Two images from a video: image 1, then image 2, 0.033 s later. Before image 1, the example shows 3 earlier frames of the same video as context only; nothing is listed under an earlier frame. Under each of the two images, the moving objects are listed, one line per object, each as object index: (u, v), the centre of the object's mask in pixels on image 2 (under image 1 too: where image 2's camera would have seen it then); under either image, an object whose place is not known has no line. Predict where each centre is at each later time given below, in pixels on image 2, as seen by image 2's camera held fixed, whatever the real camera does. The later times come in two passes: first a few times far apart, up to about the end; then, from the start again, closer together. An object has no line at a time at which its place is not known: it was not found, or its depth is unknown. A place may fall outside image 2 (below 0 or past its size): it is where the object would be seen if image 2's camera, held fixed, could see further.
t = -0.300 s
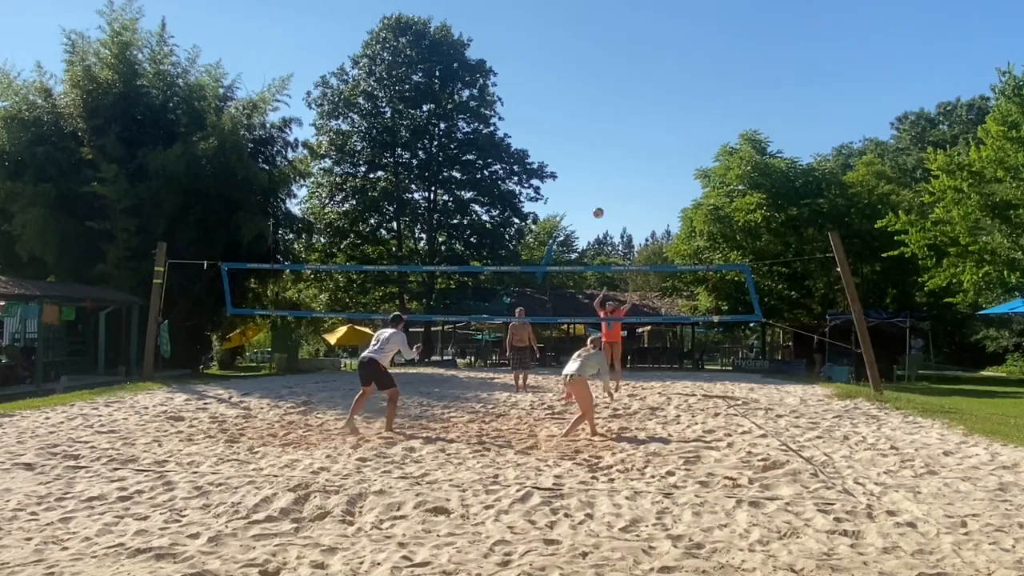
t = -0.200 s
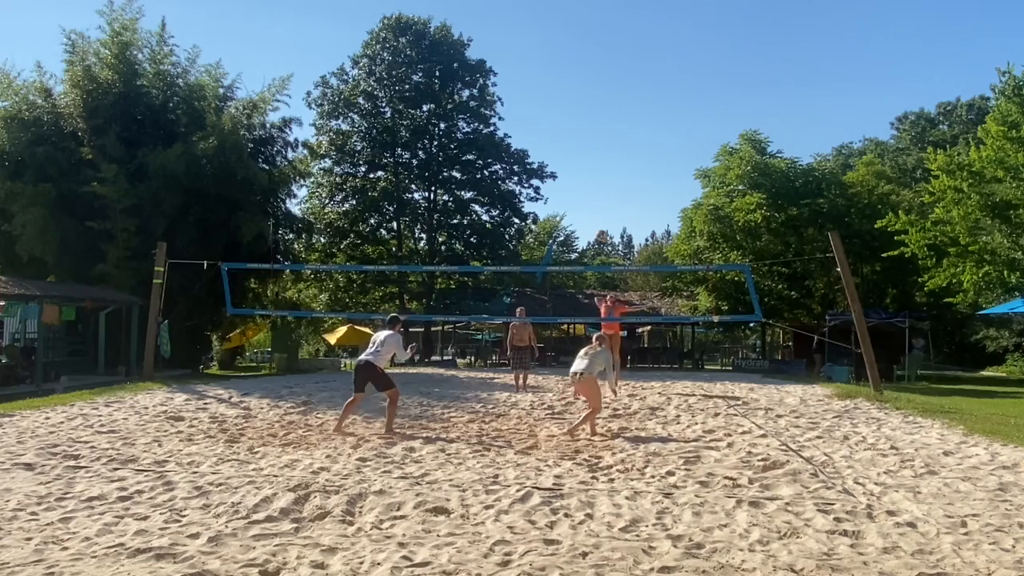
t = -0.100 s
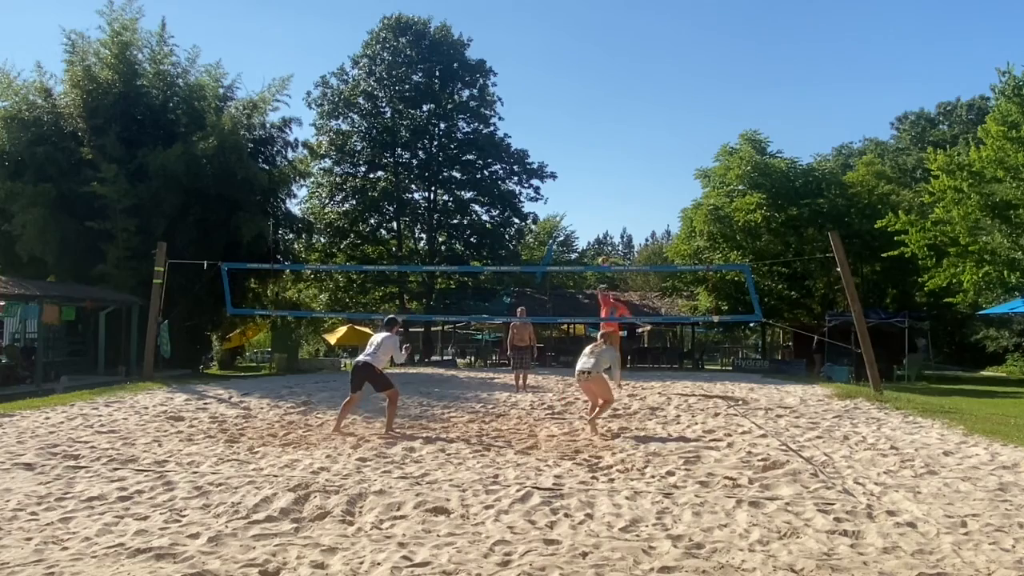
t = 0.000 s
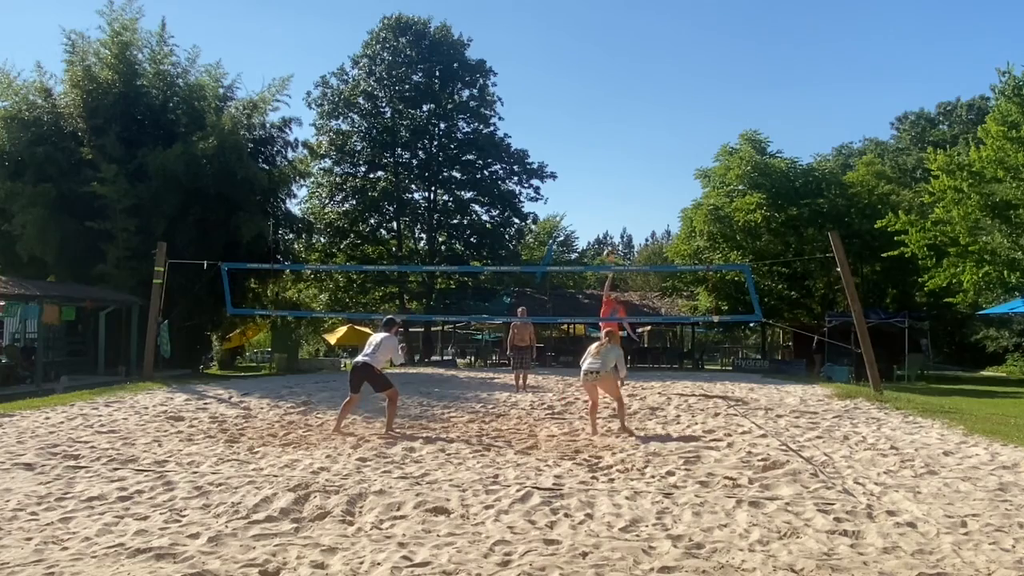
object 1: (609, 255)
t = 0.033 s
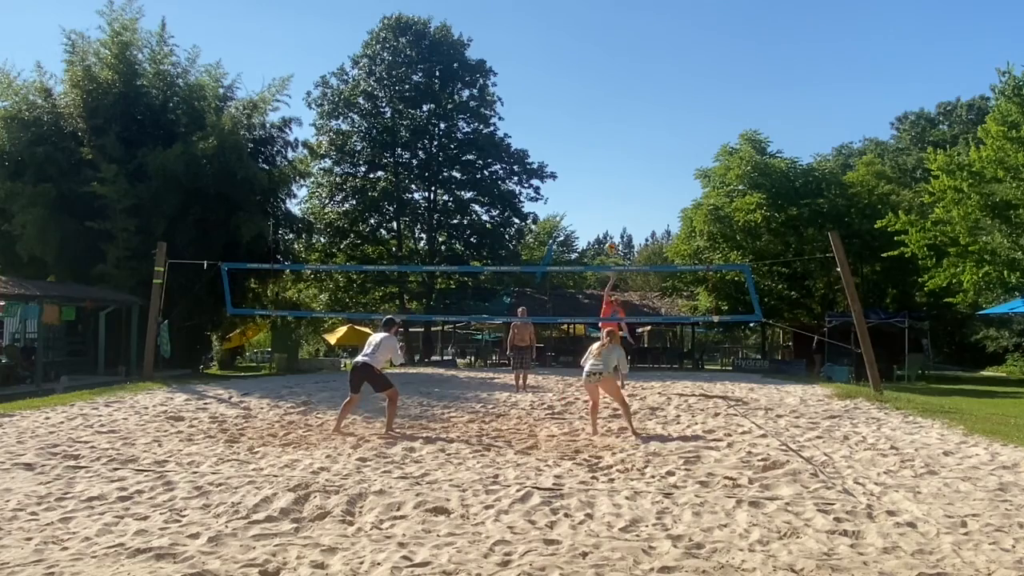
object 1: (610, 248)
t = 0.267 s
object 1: (626, 209)
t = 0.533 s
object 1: (649, 200)
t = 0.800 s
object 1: (681, 254)
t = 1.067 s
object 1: (730, 419)
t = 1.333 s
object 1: (802, 471)
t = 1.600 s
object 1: (916, 564)
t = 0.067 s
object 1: (614, 243)
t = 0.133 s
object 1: (618, 228)
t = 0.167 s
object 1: (620, 223)
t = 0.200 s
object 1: (622, 217)
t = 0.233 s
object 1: (624, 213)
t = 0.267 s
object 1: (626, 209)
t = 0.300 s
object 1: (629, 205)
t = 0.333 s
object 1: (631, 202)
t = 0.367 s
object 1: (634, 200)
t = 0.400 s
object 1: (637, 199)
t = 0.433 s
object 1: (640, 198)
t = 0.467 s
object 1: (643, 198)
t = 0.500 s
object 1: (646, 199)
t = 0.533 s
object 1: (649, 200)
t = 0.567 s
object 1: (652, 203)
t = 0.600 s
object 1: (656, 207)
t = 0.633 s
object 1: (660, 212)
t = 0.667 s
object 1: (664, 217)
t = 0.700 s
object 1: (668, 225)
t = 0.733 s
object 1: (672, 234)
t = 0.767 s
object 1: (676, 243)
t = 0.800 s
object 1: (681, 254)
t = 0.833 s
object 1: (686, 268)
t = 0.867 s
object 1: (692, 283)
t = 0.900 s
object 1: (696, 299)
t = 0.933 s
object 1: (703, 318)
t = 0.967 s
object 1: (709, 339)
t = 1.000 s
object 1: (715, 363)
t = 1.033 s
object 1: (723, 389)
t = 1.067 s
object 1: (730, 419)
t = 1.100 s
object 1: (739, 453)
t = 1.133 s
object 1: (747, 475)
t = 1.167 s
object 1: (755, 472)
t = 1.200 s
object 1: (763, 470)
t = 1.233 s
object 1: (772, 467)
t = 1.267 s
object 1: (780, 467)
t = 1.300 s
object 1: (791, 468)
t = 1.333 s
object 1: (802, 471)
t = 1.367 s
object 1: (812, 476)
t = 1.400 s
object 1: (825, 483)
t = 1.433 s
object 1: (838, 493)
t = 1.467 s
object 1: (851, 505)
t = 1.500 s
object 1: (866, 520)
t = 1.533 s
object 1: (883, 539)
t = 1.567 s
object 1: (900, 559)
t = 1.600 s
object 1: (916, 564)
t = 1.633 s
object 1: (934, 567)
